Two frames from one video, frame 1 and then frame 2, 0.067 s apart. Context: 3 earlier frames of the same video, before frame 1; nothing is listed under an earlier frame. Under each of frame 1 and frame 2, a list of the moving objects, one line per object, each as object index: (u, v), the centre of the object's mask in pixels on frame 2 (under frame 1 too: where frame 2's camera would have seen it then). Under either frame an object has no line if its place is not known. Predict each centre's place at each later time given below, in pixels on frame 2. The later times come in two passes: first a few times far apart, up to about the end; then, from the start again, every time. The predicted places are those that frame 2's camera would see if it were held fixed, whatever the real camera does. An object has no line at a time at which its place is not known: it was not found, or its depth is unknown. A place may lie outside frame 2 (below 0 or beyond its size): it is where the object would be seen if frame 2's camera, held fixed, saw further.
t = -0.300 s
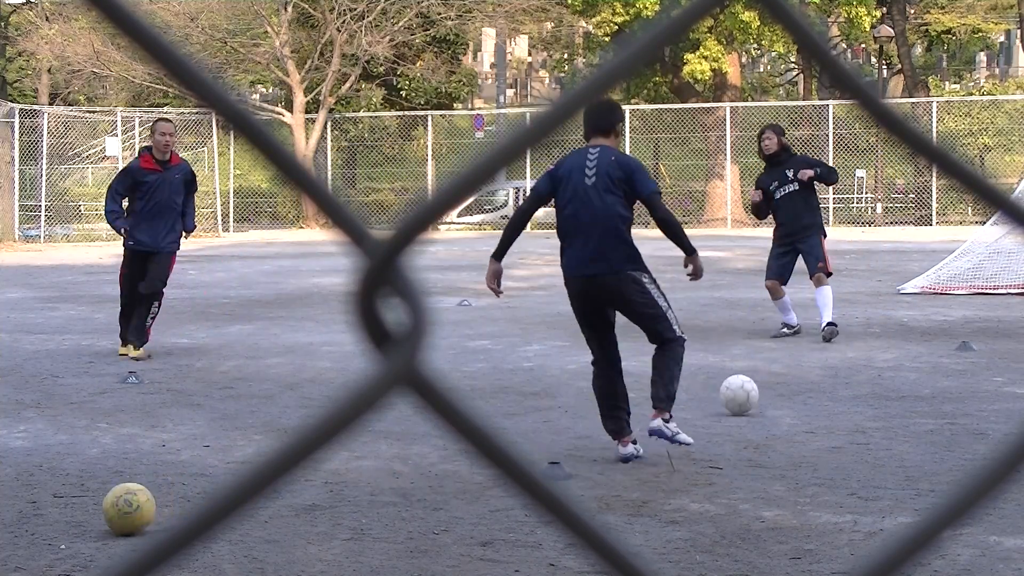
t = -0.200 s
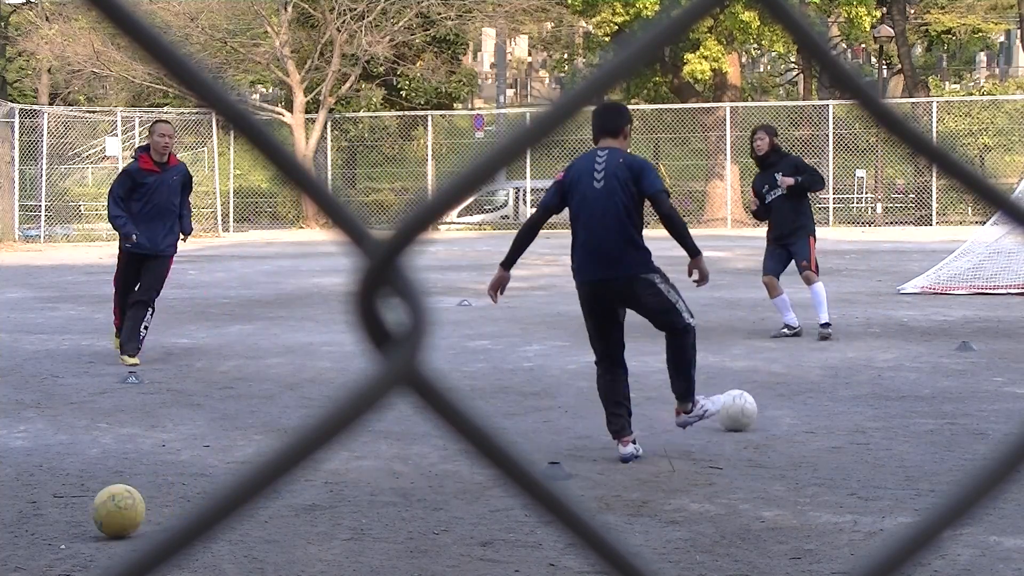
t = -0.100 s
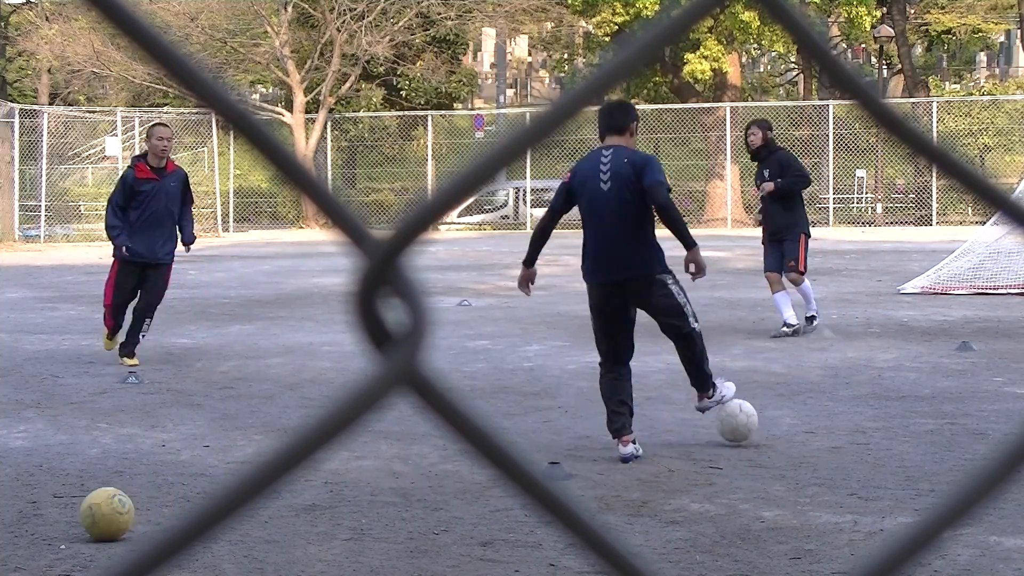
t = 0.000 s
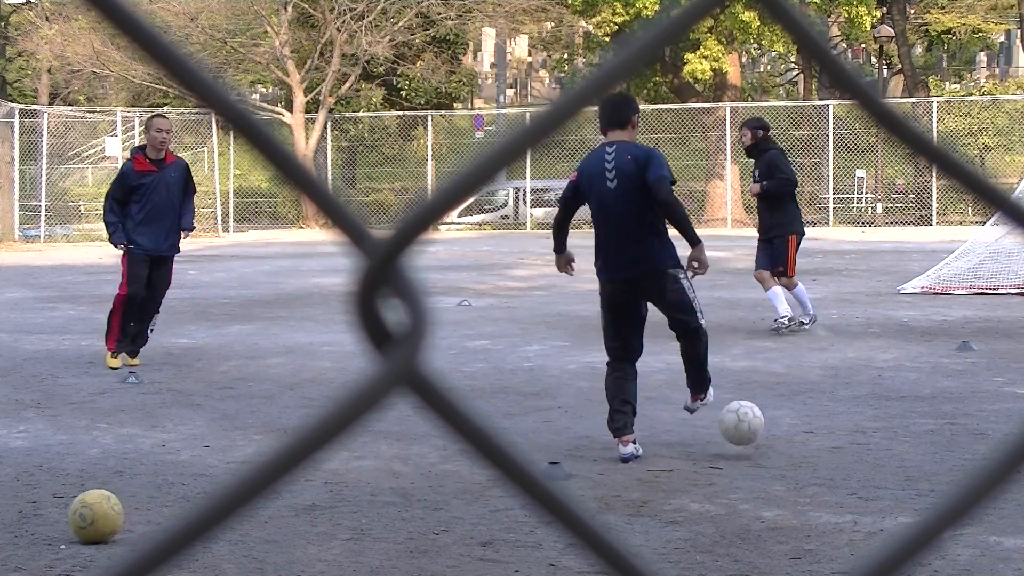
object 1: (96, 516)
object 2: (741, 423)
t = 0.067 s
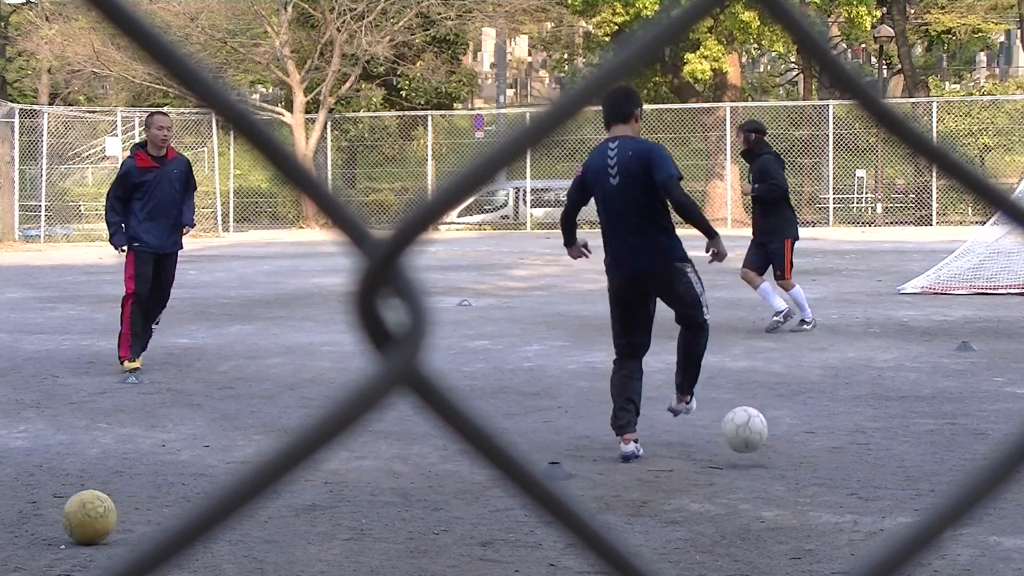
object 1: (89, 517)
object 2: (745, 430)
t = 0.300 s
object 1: (73, 521)
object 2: (755, 480)
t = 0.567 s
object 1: (73, 526)
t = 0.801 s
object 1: (75, 529)
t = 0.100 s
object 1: (86, 518)
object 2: (746, 438)
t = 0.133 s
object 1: (83, 518)
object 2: (748, 447)
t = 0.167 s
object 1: (80, 519)
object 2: (749, 460)
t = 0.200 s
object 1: (78, 519)
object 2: (751, 461)
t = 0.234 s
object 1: (76, 520)
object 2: (752, 465)
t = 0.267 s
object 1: (74, 520)
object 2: (754, 471)
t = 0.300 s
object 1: (73, 521)
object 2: (755, 480)
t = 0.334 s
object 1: (73, 523)
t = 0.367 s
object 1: (73, 523)
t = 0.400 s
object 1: (73, 524)
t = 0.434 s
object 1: (73, 524)
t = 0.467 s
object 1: (73, 525)
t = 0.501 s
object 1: (73, 525)
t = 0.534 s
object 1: (73, 526)
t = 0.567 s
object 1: (73, 526)
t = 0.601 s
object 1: (74, 527)
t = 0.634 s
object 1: (74, 527)
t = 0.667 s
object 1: (75, 528)
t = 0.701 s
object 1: (75, 528)
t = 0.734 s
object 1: (75, 528)
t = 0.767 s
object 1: (75, 529)
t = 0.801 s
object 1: (75, 529)
